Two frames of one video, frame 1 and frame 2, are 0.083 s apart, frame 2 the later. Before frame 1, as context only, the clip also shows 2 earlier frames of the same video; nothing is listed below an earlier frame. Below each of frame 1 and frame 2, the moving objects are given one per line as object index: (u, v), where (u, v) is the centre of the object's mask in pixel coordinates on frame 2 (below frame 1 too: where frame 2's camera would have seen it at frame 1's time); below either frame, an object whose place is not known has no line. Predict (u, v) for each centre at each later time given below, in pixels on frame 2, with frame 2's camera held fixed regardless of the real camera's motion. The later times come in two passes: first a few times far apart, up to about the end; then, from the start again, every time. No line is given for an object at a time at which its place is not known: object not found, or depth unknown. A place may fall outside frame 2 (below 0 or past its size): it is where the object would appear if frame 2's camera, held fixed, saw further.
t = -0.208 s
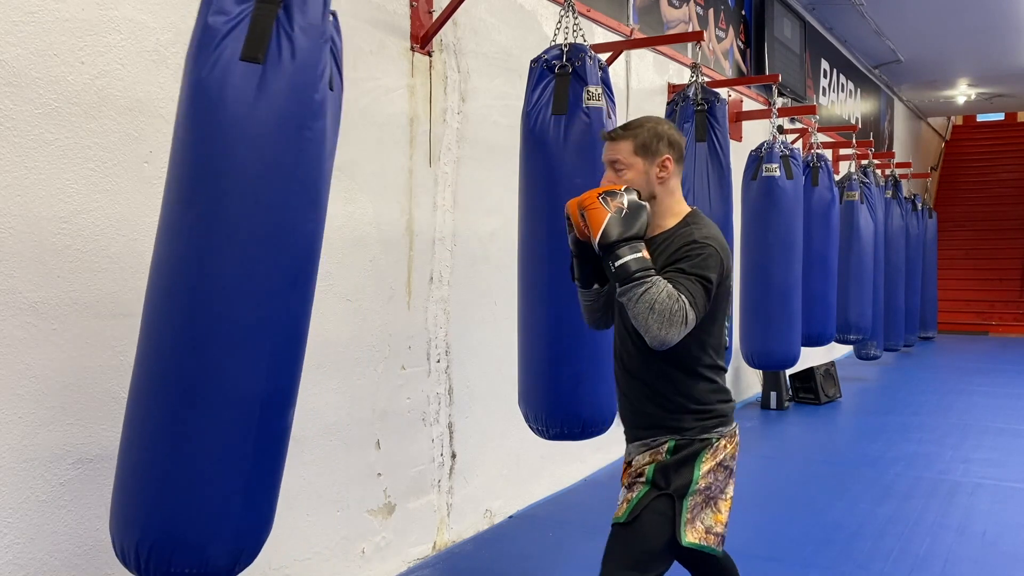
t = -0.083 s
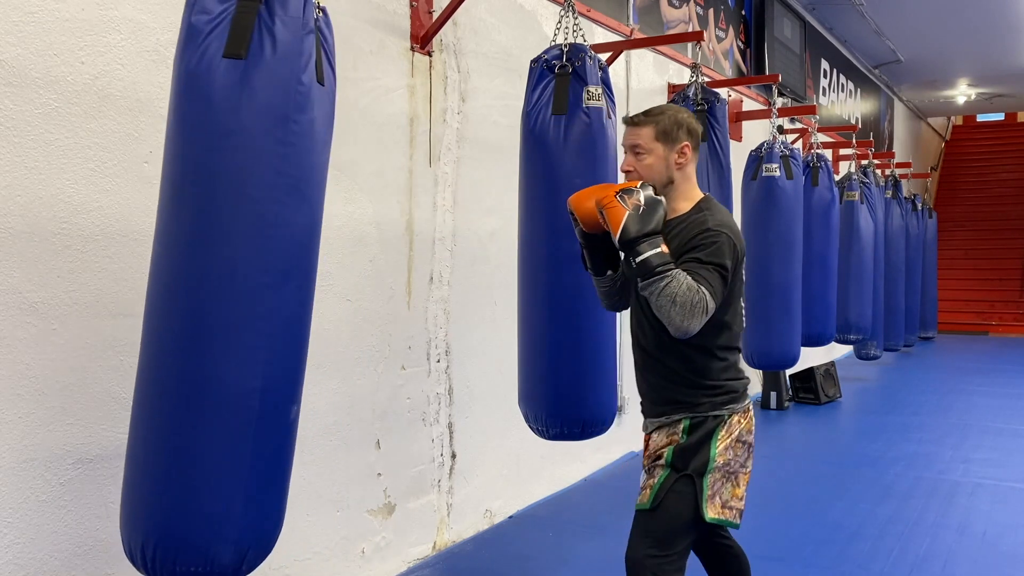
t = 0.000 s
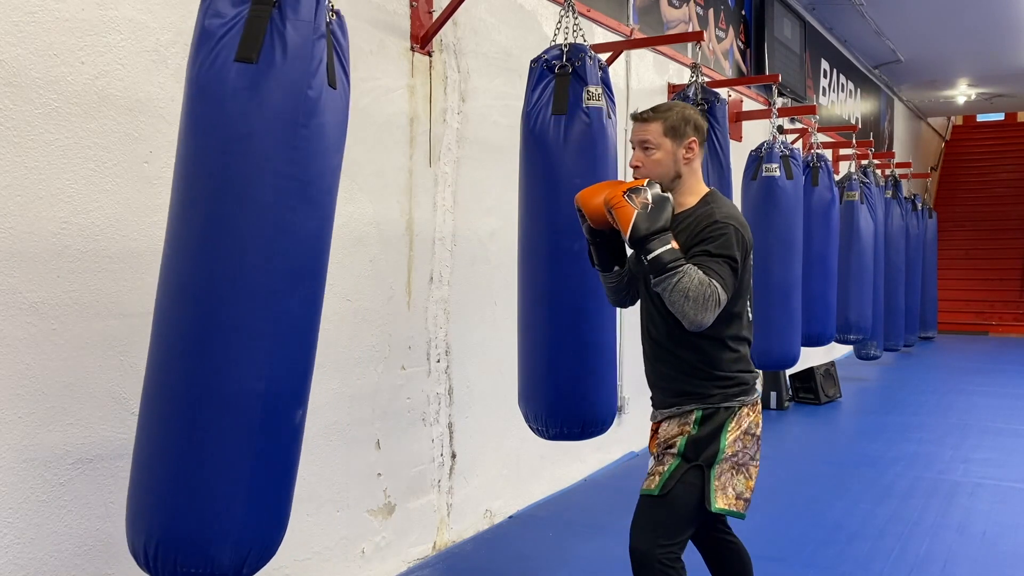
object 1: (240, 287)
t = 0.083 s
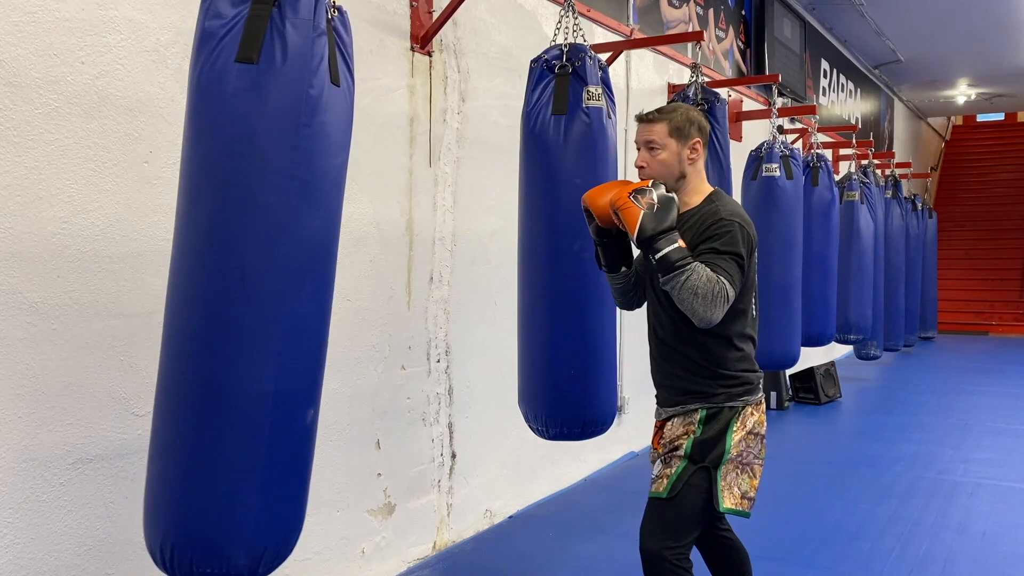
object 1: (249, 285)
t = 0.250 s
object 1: (277, 286)
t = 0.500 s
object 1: (324, 285)
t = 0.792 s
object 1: (363, 284)
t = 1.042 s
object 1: (368, 285)
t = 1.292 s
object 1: (340, 285)
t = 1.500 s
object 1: (305, 285)
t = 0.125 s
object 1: (256, 286)
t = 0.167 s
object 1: (261, 286)
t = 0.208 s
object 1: (271, 286)
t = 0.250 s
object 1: (277, 286)
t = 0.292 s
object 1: (286, 285)
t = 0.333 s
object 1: (292, 284)
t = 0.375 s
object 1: (301, 285)
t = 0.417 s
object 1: (308, 285)
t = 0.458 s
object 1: (318, 285)
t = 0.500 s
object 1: (324, 285)
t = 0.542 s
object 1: (332, 284)
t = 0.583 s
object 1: (337, 284)
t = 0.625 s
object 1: (344, 284)
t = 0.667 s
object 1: (349, 284)
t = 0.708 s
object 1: (356, 284)
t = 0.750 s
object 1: (359, 284)
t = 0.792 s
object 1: (363, 284)
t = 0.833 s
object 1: (365, 284)
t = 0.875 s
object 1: (368, 284)
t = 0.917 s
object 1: (369, 284)
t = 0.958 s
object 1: (370, 285)
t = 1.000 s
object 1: (370, 285)
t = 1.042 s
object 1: (368, 285)
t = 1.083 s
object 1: (366, 285)
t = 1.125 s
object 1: (361, 285)
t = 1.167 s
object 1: (358, 285)
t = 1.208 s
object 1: (352, 285)
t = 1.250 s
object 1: (348, 285)
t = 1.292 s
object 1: (340, 285)
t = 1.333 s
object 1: (334, 284)
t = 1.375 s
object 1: (326, 285)
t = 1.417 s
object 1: (320, 285)
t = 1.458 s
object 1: (311, 285)
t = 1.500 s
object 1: (305, 285)
